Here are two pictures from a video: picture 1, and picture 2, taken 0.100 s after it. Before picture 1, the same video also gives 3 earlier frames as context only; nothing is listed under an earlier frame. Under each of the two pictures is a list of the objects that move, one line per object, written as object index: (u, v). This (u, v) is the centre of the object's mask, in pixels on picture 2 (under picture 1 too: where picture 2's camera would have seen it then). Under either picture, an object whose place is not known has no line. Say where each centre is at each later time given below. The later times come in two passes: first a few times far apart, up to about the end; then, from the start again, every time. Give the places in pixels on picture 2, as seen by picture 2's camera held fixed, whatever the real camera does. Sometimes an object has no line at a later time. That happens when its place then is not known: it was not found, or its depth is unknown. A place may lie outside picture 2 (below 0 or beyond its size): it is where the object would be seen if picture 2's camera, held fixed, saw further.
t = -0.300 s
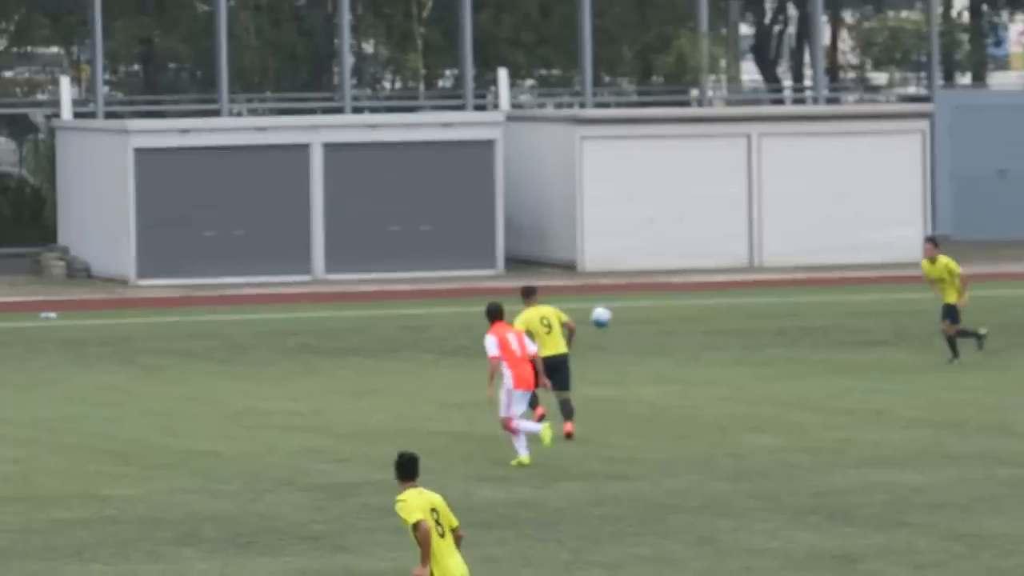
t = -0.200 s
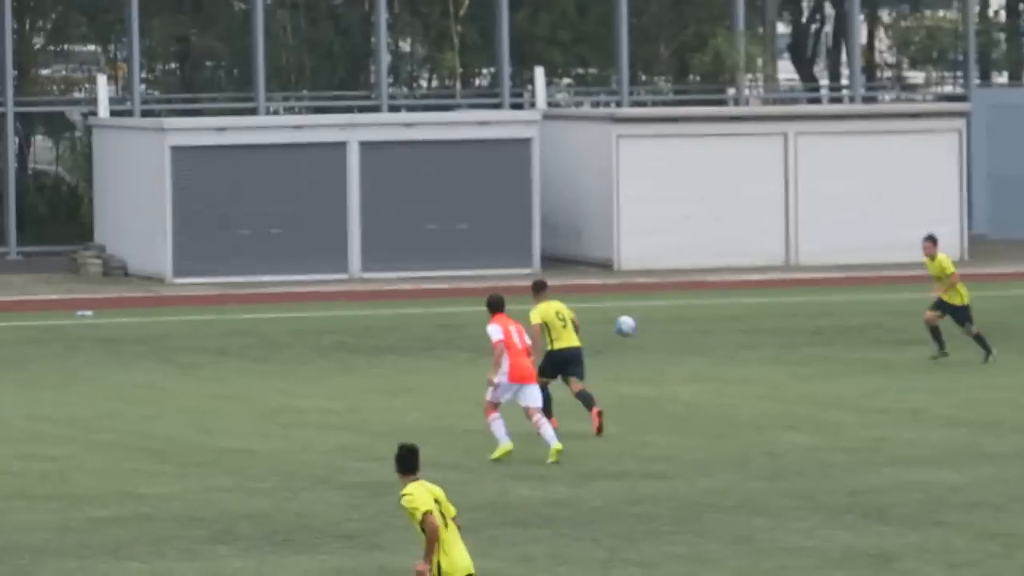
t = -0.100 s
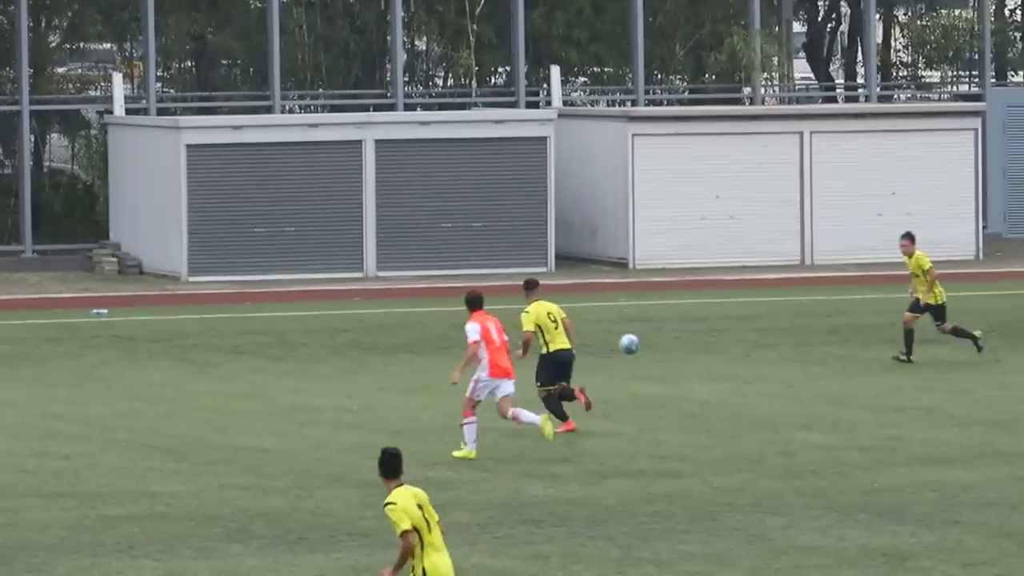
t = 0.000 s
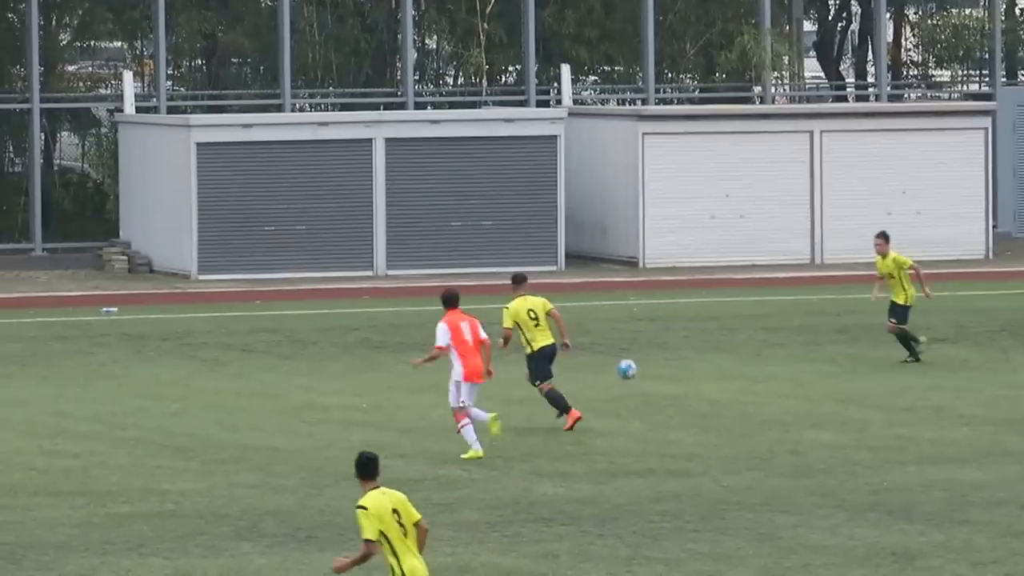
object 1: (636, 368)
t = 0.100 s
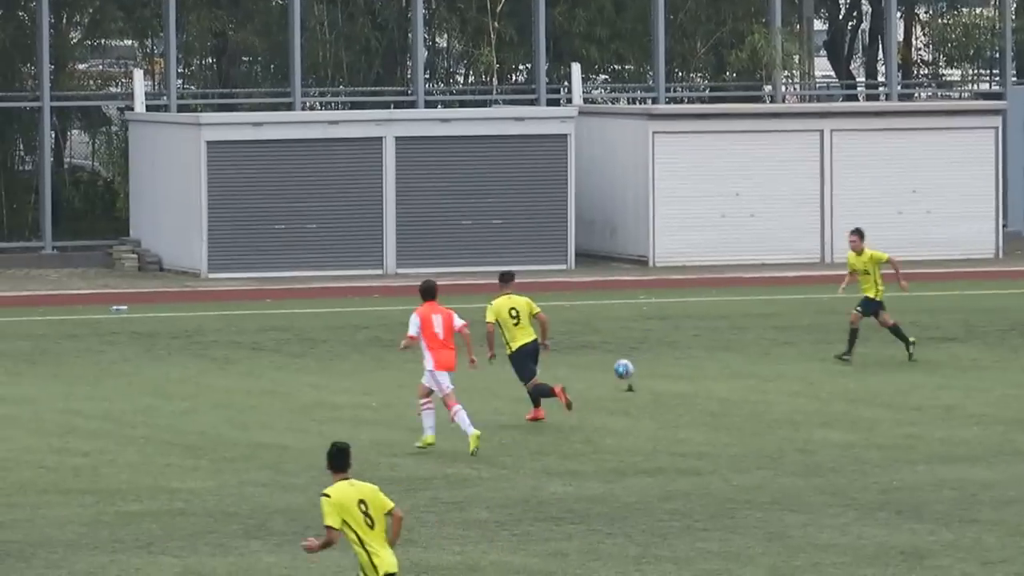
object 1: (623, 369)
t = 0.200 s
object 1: (613, 346)
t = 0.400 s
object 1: (589, 328)
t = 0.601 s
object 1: (566, 345)
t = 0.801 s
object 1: (545, 355)
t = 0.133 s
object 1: (619, 361)
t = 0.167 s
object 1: (616, 353)
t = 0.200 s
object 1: (613, 346)
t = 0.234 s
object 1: (608, 341)
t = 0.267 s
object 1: (604, 337)
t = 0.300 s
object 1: (600, 333)
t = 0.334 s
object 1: (596, 331)
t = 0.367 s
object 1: (593, 329)
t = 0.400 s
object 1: (589, 328)
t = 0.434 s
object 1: (584, 329)
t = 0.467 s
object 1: (581, 331)
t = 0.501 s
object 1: (577, 333)
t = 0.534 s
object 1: (574, 336)
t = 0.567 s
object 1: (570, 340)
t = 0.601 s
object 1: (566, 345)
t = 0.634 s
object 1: (562, 352)
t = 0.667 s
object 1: (559, 359)
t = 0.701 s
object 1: (556, 367)
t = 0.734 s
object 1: (552, 367)
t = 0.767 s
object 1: (548, 360)
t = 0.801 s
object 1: (545, 355)
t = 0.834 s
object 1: (541, 350)
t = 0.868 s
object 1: (538, 347)
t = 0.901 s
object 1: (534, 344)
